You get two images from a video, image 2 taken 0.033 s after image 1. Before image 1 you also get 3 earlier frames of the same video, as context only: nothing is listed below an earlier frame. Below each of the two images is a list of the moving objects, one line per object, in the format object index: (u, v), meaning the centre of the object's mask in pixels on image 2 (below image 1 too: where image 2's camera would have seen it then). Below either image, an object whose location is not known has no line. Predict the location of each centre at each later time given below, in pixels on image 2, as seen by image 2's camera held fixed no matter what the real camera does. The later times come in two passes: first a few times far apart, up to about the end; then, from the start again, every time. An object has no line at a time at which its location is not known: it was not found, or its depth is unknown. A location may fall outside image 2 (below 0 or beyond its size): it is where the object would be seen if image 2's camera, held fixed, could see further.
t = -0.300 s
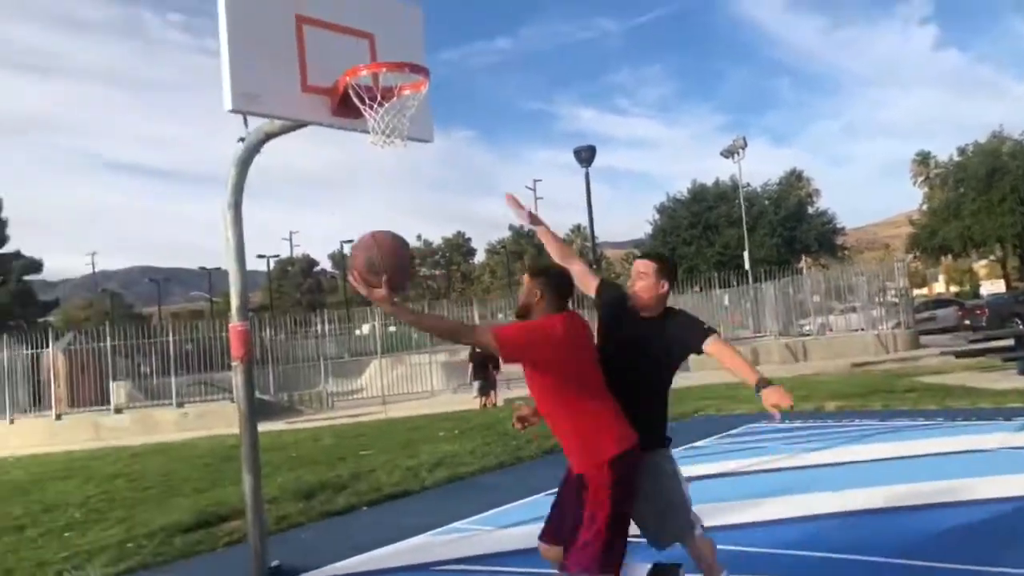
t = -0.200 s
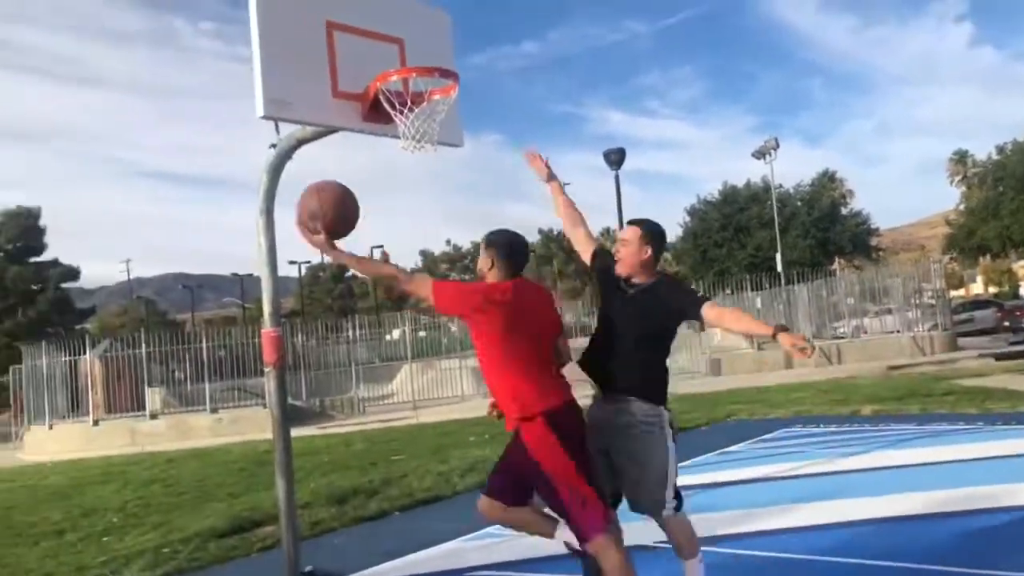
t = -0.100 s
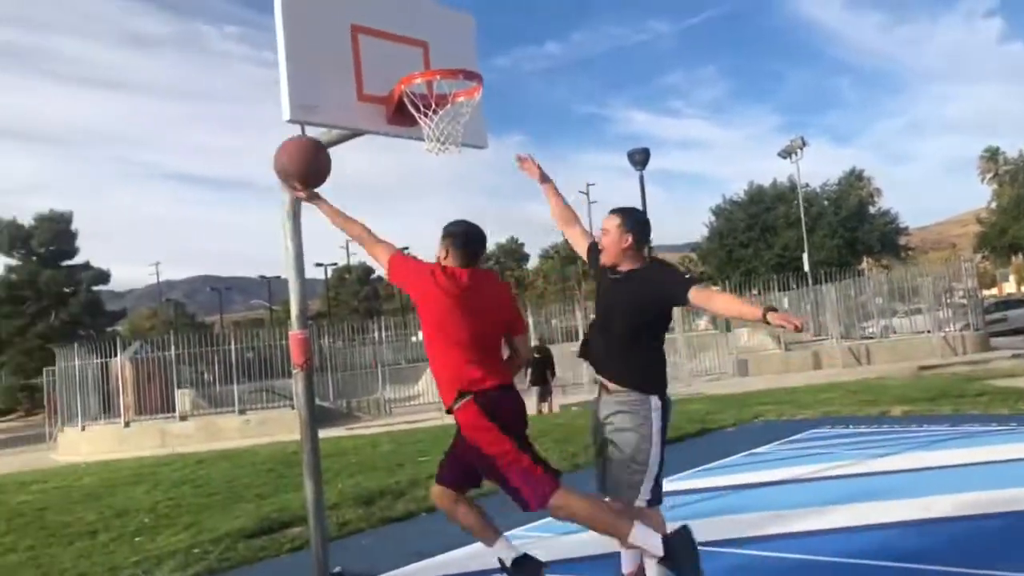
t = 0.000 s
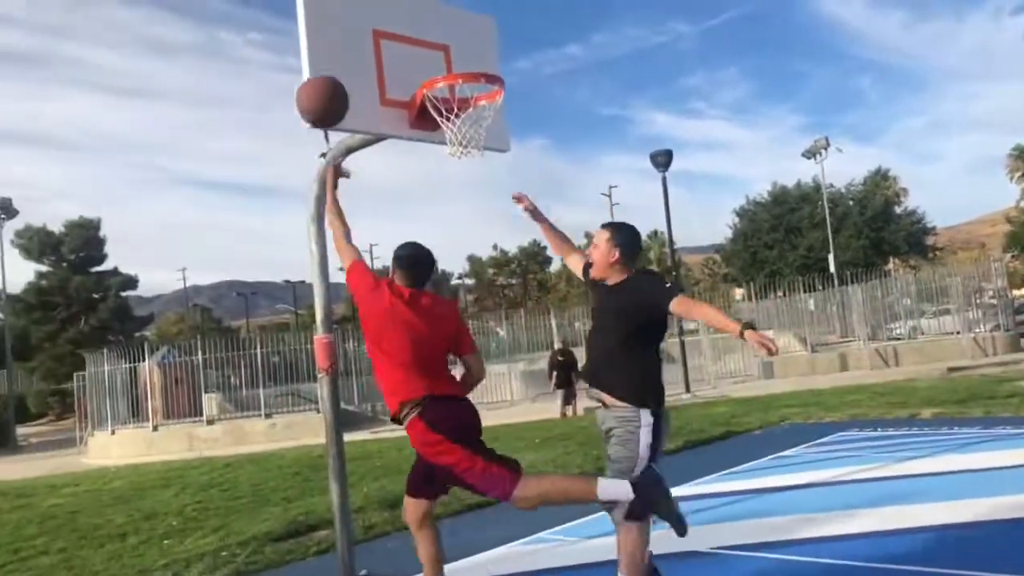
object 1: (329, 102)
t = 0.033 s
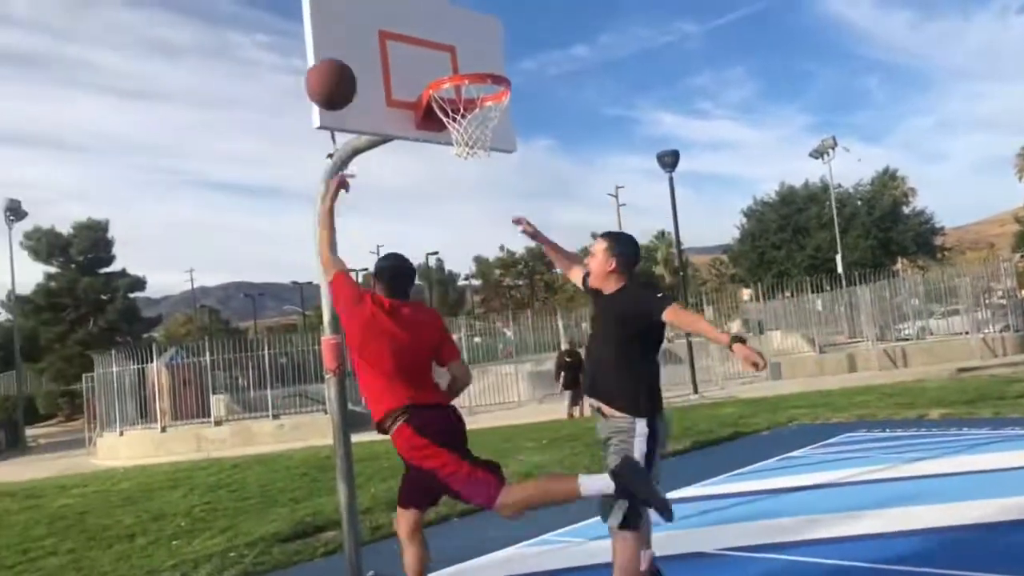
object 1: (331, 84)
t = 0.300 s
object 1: (346, 33)
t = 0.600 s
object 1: (410, 49)
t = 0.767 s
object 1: (456, 126)
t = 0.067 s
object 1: (331, 69)
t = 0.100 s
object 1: (334, 56)
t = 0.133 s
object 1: (337, 47)
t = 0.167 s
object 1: (338, 39)
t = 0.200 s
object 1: (341, 35)
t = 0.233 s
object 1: (342, 32)
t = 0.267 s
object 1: (345, 31)
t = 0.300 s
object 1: (346, 33)
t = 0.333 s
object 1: (348, 32)
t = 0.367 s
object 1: (354, 27)
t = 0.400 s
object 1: (363, 26)
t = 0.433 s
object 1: (369, 26)
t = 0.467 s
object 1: (378, 27)
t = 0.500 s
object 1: (386, 30)
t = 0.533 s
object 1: (393, 33)
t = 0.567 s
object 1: (402, 40)
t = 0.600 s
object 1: (410, 49)
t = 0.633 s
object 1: (418, 59)
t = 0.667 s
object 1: (427, 73)
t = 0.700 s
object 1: (435, 88)
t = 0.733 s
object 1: (445, 105)
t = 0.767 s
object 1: (456, 126)
